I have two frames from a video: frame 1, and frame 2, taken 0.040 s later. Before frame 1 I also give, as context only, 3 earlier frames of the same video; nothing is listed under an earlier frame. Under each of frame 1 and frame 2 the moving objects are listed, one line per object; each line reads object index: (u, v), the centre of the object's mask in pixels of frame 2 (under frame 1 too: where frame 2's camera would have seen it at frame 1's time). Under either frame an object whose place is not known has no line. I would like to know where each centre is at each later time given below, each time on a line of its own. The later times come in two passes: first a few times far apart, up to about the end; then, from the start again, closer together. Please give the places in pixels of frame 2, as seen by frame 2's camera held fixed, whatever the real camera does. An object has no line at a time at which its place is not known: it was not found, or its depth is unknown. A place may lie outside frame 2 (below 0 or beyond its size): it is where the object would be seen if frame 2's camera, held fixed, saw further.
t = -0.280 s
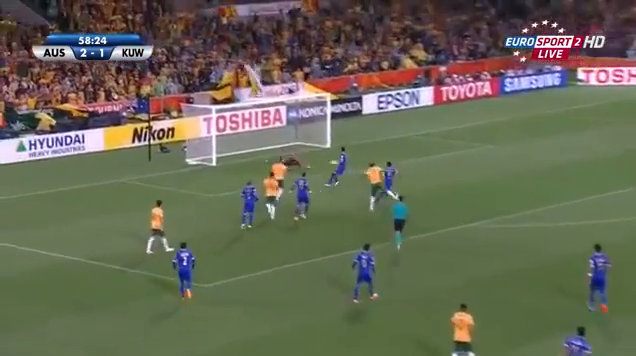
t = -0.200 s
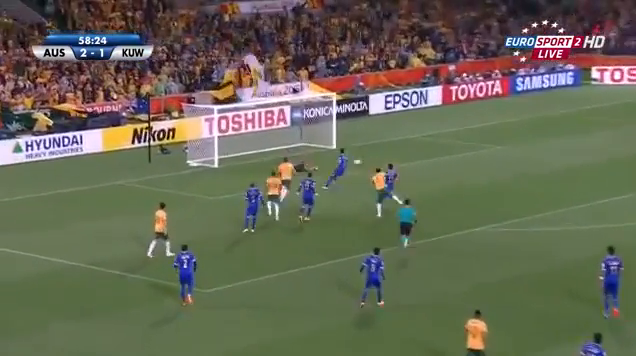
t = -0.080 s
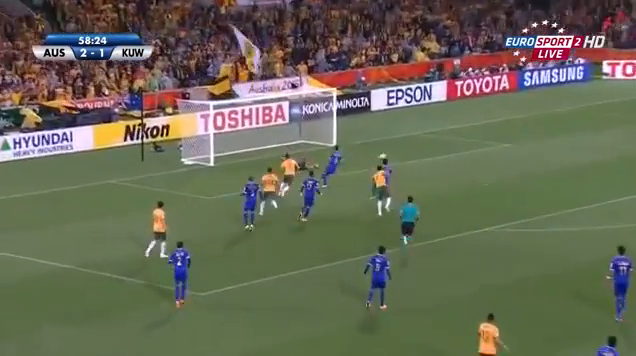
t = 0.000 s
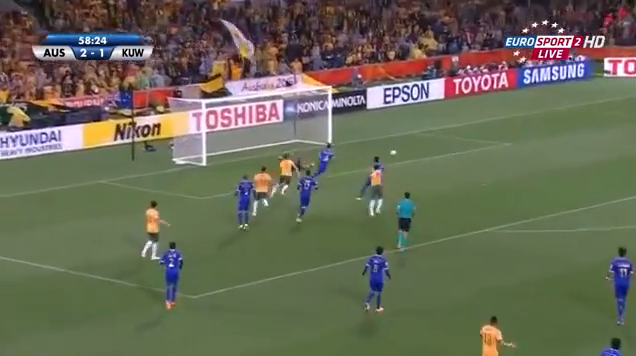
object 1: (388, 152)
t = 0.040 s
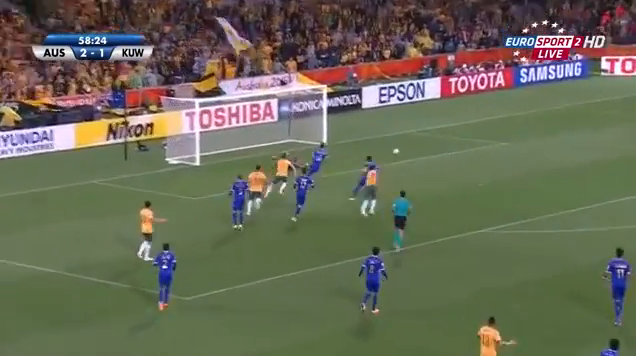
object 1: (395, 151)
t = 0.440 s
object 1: (454, 140)
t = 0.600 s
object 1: (470, 137)
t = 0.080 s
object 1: (403, 150)
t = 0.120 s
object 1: (409, 148)
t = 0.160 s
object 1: (416, 147)
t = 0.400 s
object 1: (450, 141)
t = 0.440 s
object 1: (454, 140)
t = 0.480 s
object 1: (459, 139)
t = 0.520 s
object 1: (463, 139)
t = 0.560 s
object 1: (467, 138)
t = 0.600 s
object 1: (470, 137)
